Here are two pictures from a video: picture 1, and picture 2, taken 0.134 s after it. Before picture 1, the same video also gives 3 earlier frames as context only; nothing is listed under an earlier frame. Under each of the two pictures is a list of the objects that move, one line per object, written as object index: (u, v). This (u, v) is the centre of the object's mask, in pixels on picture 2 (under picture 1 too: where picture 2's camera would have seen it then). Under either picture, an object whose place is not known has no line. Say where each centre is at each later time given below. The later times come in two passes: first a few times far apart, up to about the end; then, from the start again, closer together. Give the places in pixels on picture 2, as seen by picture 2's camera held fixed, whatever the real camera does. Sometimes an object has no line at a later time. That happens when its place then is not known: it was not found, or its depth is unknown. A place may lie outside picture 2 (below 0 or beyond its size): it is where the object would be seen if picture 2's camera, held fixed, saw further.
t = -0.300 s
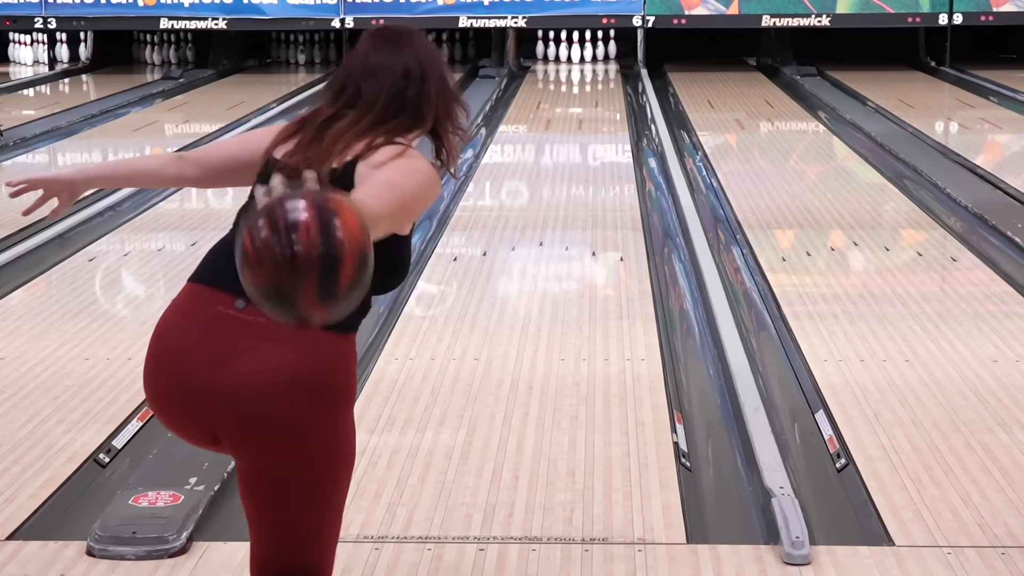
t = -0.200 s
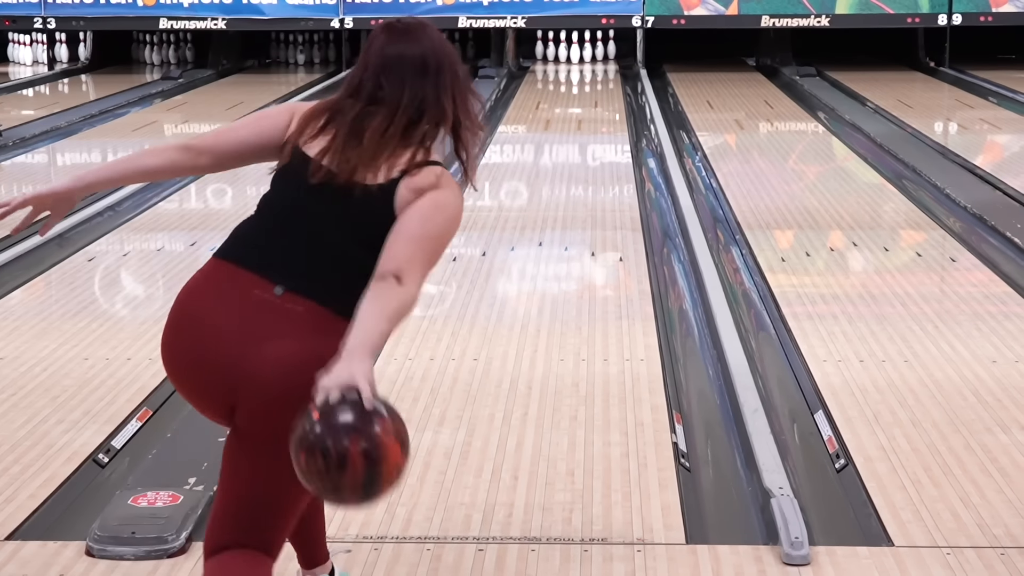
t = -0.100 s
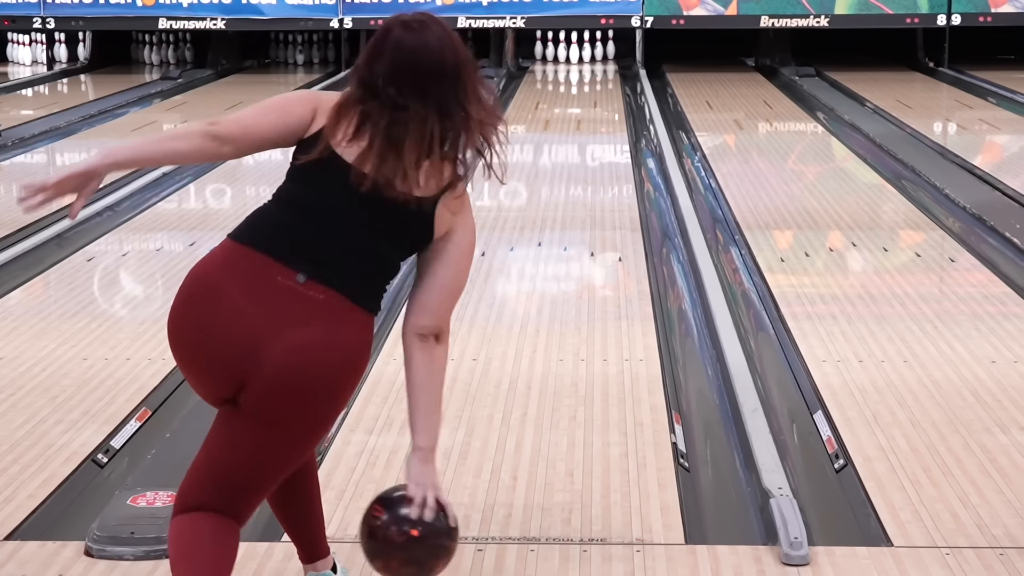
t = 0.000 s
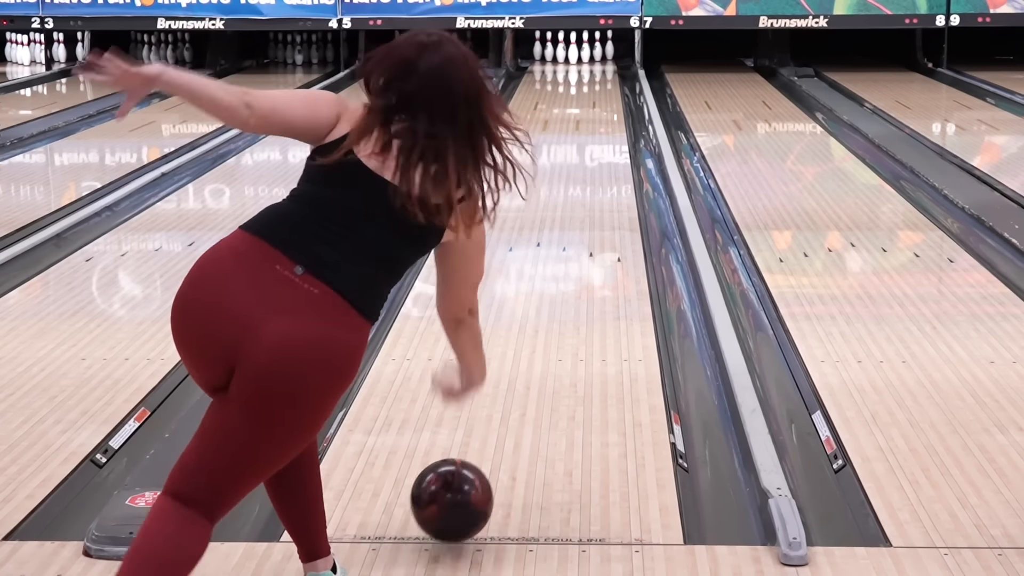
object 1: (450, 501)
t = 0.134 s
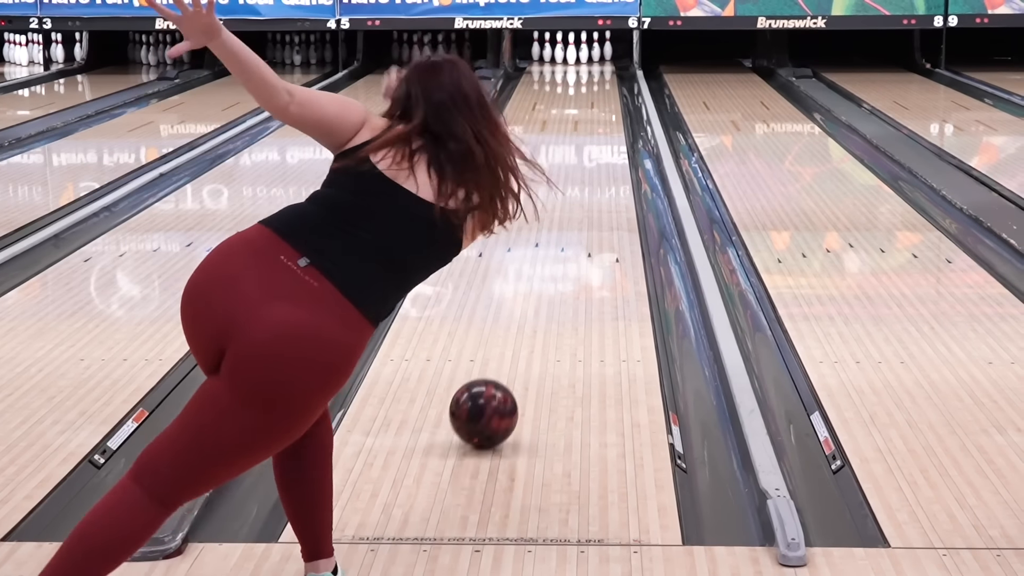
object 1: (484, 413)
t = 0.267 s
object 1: (507, 345)
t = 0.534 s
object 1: (537, 253)
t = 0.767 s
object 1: (554, 202)
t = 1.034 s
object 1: (566, 161)
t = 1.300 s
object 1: (575, 131)
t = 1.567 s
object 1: (581, 108)
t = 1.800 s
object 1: (585, 92)
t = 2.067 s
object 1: (590, 79)
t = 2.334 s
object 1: (583, 67)
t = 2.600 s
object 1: (575, 58)
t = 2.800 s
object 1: (569, 53)
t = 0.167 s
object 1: (490, 394)
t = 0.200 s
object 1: (496, 376)
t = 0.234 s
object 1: (502, 360)
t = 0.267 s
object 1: (507, 345)
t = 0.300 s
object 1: (512, 330)
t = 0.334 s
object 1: (516, 317)
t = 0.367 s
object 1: (520, 304)
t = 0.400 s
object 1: (524, 292)
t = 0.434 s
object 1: (528, 281)
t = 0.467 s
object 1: (531, 271)
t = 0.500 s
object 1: (534, 262)
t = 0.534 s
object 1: (537, 253)
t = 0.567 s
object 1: (538, 250)
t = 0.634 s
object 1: (545, 229)
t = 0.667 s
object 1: (547, 222)
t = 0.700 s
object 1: (550, 215)
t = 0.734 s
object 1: (552, 208)
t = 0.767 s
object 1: (554, 202)
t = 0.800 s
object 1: (556, 196)
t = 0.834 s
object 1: (557, 190)
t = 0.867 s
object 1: (559, 185)
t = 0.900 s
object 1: (561, 180)
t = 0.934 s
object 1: (562, 175)
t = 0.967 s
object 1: (564, 170)
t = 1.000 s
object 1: (565, 165)
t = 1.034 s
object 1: (566, 161)
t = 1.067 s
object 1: (568, 157)
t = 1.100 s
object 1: (569, 152)
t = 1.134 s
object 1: (570, 149)
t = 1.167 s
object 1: (571, 145)
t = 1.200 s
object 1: (572, 141)
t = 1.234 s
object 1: (573, 138)
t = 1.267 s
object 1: (574, 134)
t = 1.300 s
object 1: (575, 131)
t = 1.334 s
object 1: (576, 128)
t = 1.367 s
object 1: (577, 124)
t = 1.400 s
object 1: (578, 121)
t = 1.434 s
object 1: (578, 119)
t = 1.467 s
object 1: (579, 116)
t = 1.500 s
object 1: (580, 113)
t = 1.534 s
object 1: (580, 111)
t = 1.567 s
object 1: (581, 108)
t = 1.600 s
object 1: (583, 106)
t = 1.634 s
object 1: (582, 103)
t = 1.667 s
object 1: (583, 101)
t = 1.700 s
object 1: (583, 99)
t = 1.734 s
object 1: (584, 97)
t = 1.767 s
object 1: (584, 95)
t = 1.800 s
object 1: (585, 92)
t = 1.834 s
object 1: (585, 90)
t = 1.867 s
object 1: (585, 88)
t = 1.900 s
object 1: (586, 86)
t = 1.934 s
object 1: (586, 85)
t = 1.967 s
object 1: (587, 83)
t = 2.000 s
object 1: (587, 82)
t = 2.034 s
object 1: (588, 80)
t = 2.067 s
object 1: (590, 79)
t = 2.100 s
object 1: (592, 80)
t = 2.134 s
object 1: (589, 71)
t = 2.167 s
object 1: (585, 73)
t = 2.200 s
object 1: (585, 72)
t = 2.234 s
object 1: (584, 70)
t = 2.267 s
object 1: (584, 69)
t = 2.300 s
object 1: (583, 68)
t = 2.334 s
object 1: (583, 67)
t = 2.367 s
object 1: (582, 65)
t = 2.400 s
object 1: (581, 64)
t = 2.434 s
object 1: (581, 63)
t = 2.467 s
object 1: (580, 62)
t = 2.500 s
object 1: (579, 61)
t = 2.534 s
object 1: (578, 60)
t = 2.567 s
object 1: (577, 58)
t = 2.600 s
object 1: (575, 58)
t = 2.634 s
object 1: (574, 57)
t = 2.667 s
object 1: (574, 56)
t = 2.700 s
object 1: (574, 55)
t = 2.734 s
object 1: (572, 55)
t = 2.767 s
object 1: (571, 55)
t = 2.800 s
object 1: (569, 53)
